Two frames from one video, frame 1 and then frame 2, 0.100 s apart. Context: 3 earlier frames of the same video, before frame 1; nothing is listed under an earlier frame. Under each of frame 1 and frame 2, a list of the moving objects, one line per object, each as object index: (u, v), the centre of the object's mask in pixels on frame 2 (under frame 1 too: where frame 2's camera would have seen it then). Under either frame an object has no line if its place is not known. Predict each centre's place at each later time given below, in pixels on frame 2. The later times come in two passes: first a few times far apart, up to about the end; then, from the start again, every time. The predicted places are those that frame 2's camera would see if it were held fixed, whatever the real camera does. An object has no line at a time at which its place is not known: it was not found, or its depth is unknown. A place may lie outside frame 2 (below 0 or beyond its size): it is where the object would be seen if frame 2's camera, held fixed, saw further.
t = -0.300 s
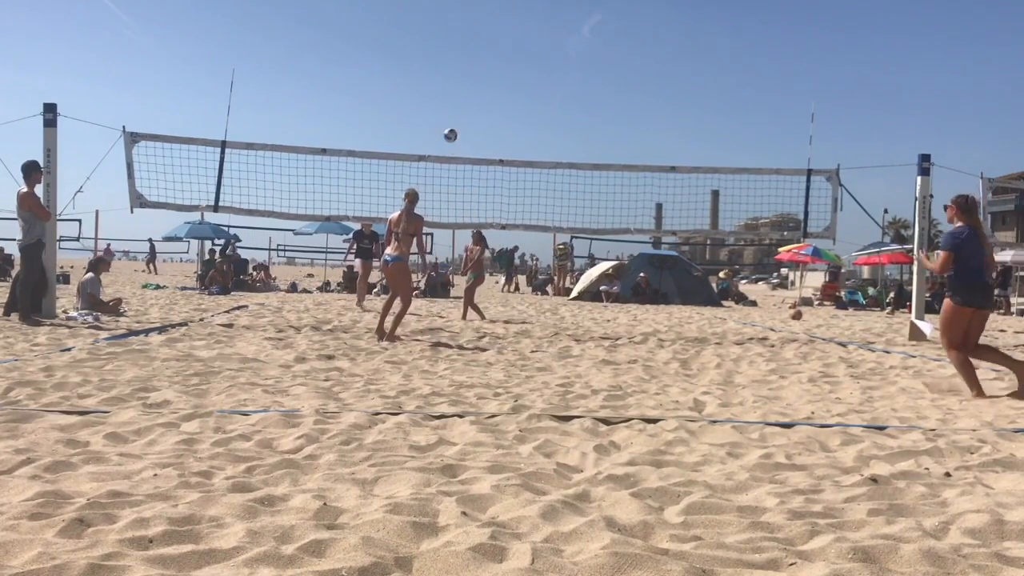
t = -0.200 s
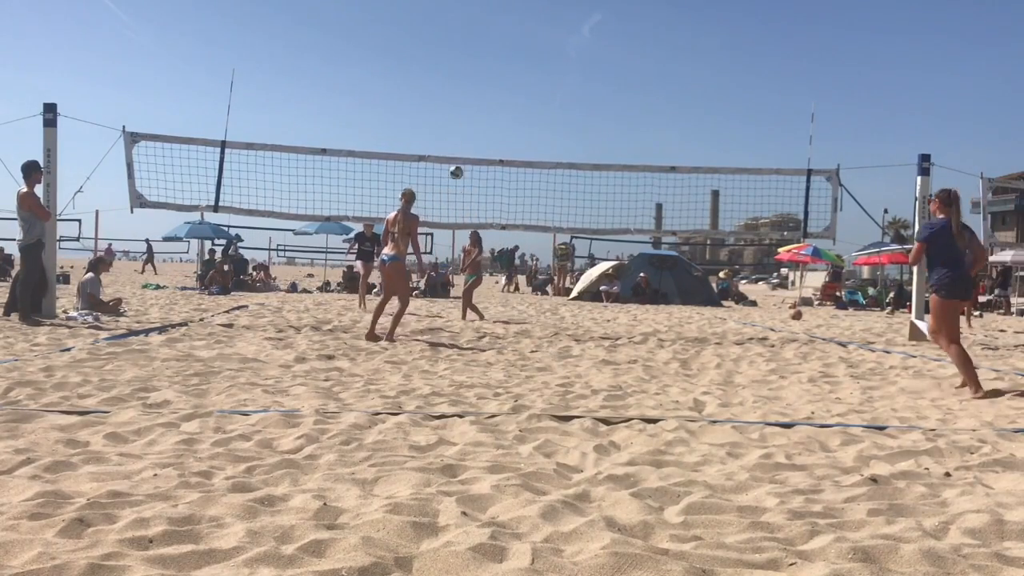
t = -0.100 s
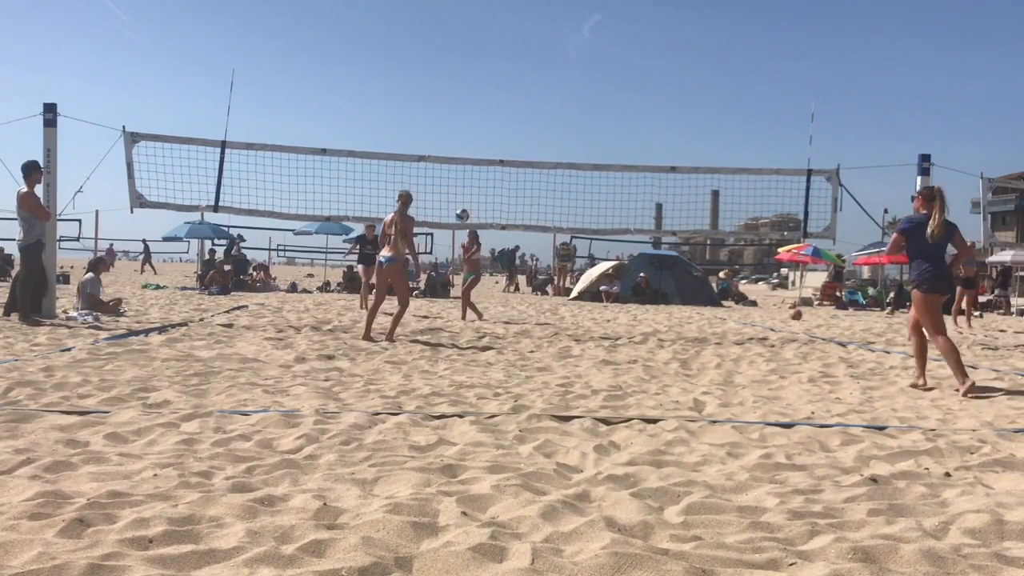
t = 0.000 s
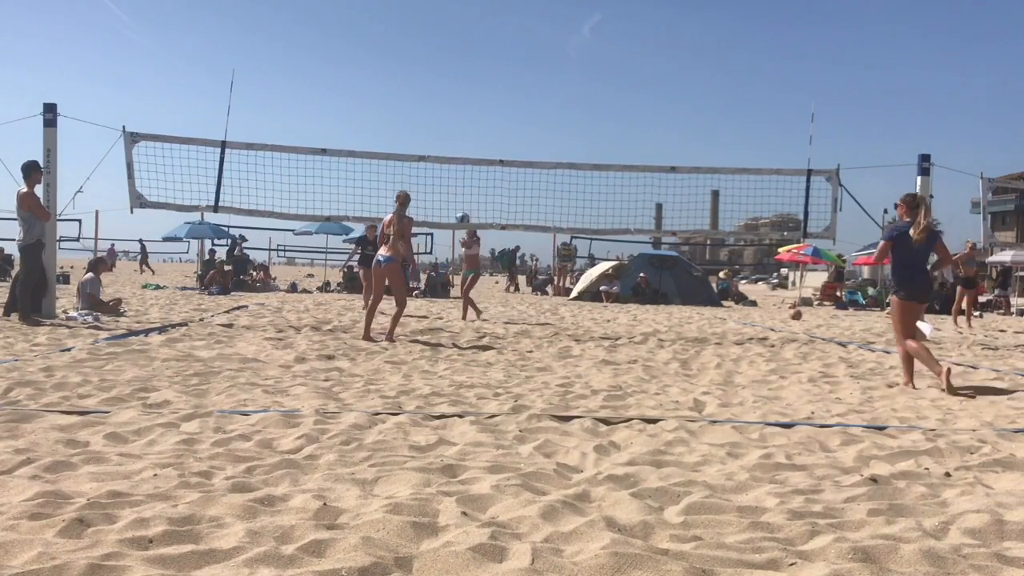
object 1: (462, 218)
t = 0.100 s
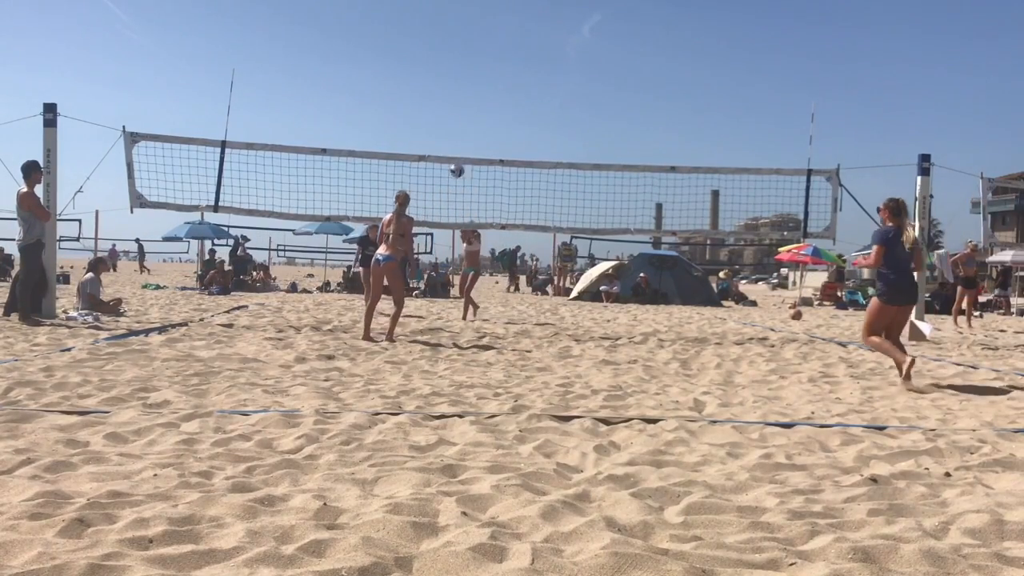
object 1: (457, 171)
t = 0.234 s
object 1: (450, 115)
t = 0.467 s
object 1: (436, 46)
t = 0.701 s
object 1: (422, 11)
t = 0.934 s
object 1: (407, 12)
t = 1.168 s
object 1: (394, 51)
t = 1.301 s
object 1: (386, 89)
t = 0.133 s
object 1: (455, 153)
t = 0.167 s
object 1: (453, 141)
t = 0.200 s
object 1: (451, 128)
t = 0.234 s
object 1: (450, 115)
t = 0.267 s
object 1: (448, 103)
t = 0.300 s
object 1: (445, 92)
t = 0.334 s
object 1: (443, 81)
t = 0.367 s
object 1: (441, 71)
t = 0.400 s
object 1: (440, 62)
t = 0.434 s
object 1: (438, 53)
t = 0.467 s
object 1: (436, 46)
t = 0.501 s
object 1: (434, 38)
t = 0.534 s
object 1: (432, 32)
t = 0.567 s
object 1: (429, 27)
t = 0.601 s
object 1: (427, 21)
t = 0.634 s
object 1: (425, 17)
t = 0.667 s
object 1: (423, 14)
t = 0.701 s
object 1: (422, 11)
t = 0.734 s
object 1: (419, 10)
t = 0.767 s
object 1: (418, 8)
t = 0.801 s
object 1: (415, 7)
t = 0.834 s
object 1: (414, 8)
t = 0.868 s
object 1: (412, 9)
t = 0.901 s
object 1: (410, 10)
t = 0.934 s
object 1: (407, 12)
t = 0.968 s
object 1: (405, 16)
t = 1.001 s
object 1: (403, 20)
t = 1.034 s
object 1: (401, 25)
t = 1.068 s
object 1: (399, 30)
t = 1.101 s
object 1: (397, 36)
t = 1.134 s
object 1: (396, 43)
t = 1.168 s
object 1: (394, 51)
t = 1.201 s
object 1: (392, 59)
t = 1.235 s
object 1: (390, 68)
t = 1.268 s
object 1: (388, 79)
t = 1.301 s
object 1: (386, 89)
